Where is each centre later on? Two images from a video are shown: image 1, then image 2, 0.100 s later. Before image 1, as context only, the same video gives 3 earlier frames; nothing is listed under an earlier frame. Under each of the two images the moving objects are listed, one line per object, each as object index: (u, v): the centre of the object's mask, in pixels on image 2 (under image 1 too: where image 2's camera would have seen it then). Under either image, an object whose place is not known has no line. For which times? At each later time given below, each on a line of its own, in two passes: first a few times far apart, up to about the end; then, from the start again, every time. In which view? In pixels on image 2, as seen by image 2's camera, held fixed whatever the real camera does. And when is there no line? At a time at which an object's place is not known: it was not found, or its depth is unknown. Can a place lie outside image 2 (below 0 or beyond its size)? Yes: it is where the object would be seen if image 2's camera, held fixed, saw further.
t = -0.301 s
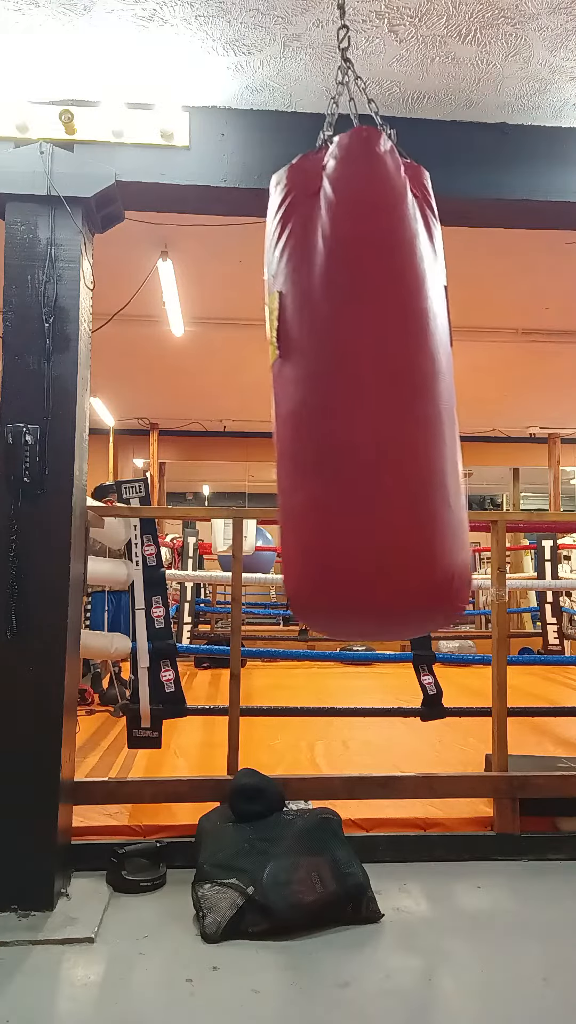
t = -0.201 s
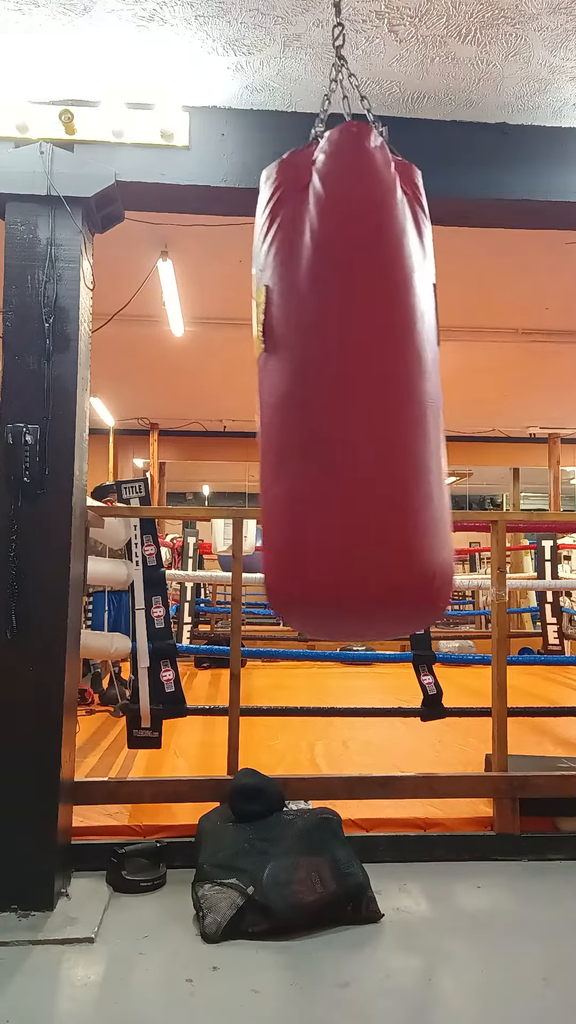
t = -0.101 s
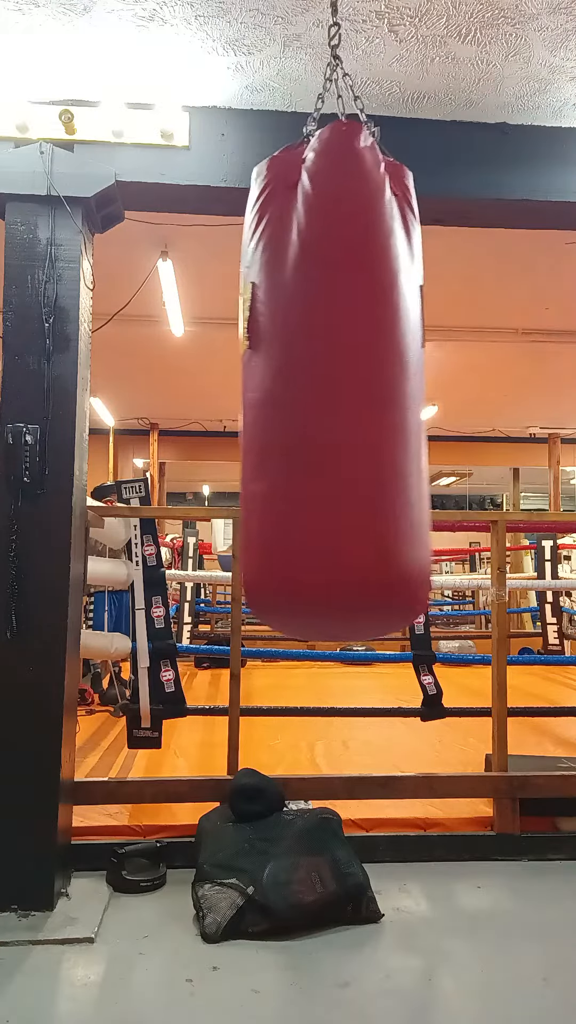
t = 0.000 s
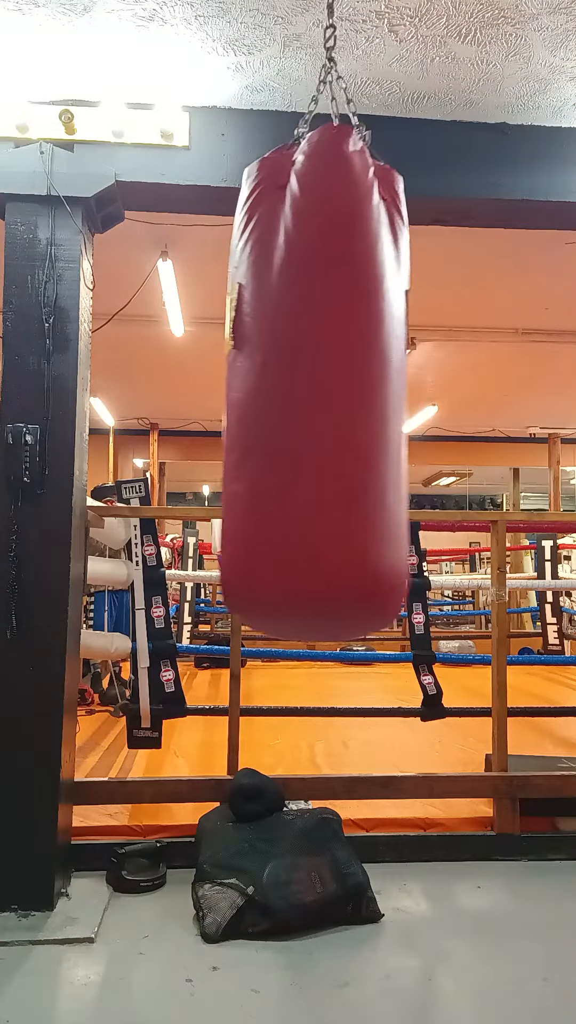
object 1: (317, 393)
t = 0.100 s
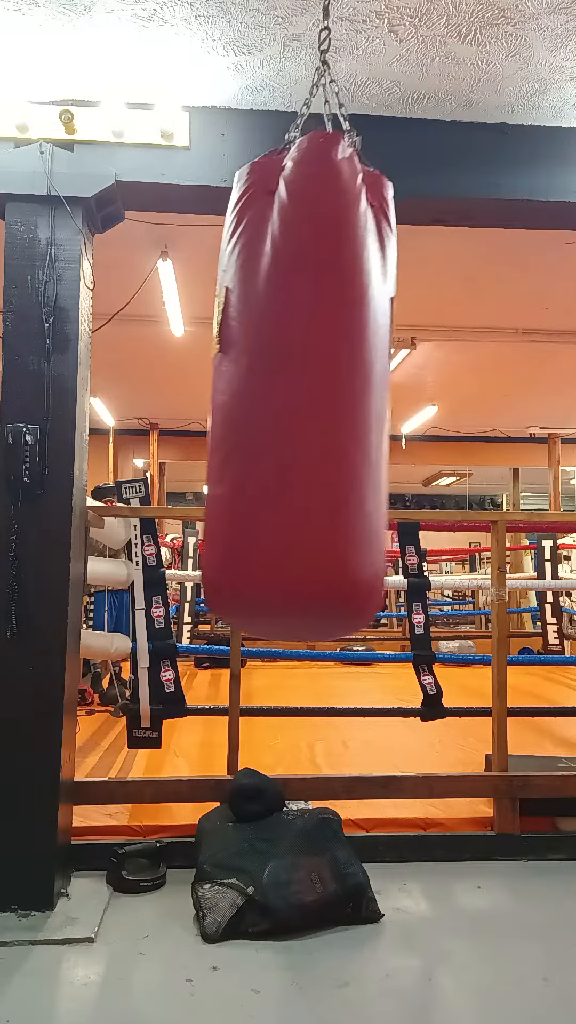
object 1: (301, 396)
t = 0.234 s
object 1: (285, 400)
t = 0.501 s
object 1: (275, 409)
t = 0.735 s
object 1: (288, 410)
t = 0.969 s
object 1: (313, 411)
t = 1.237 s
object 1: (347, 412)
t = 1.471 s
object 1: (372, 410)
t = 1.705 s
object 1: (381, 405)
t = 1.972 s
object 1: (364, 395)
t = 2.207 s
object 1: (330, 392)
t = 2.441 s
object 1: (295, 397)
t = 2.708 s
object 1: (277, 407)
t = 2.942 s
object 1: (284, 410)
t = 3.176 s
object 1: (306, 411)
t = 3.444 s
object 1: (338, 412)
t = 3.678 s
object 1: (364, 412)
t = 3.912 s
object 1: (378, 408)
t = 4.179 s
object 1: (370, 398)
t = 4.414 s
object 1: (341, 392)
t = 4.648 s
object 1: (306, 396)
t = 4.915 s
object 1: (282, 406)
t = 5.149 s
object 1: (283, 411)
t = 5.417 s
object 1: (303, 411)
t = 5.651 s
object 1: (329, 412)
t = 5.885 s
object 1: (355, 412)
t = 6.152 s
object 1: (375, 408)
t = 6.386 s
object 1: (373, 400)
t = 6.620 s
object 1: (350, 393)
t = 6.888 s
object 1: (312, 394)
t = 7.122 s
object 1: (288, 403)
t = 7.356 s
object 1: (284, 410)
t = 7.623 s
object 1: (298, 411)
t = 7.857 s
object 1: (321, 411)
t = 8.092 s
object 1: (346, 412)
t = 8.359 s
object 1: (368, 410)
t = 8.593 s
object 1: (372, 403)
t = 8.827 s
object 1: (357, 394)
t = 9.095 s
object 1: (323, 392)
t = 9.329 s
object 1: (297, 400)
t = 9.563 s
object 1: (286, 408)
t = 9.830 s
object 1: (295, 411)
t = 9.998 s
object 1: (309, 411)
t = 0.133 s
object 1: (297, 397)
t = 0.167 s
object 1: (293, 398)
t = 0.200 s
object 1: (289, 399)
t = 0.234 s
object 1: (285, 400)
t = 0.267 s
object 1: (282, 402)
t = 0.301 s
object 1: (280, 403)
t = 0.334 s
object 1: (278, 404)
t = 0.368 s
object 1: (276, 406)
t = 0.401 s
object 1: (275, 406)
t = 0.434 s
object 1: (275, 408)
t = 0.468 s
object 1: (274, 408)
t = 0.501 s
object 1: (275, 409)
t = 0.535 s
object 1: (275, 409)
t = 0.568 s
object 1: (276, 410)
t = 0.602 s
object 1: (278, 410)
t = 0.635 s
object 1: (280, 410)
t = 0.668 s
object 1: (282, 411)
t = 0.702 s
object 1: (285, 411)
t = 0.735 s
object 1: (288, 410)
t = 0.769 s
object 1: (290, 410)
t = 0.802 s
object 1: (294, 410)
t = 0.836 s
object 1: (297, 411)
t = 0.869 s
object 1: (301, 411)
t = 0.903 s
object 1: (305, 411)
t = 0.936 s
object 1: (309, 411)
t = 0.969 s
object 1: (313, 411)
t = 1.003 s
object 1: (317, 411)
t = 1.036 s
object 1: (321, 411)
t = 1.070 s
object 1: (326, 411)
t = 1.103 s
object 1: (330, 412)
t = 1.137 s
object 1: (334, 412)
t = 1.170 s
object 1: (339, 412)
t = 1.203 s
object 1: (343, 412)
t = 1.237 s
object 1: (347, 412)
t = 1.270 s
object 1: (351, 412)
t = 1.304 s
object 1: (355, 412)
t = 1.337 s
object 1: (359, 412)
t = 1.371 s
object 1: (363, 411)
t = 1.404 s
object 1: (366, 411)
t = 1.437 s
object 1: (369, 411)
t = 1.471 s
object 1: (372, 410)
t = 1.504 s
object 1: (374, 410)
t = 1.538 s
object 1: (376, 410)
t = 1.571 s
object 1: (378, 409)
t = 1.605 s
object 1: (379, 408)
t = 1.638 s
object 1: (380, 407)
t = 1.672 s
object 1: (381, 406)
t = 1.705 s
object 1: (381, 405)
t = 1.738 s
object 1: (381, 404)
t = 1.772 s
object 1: (380, 402)
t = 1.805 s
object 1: (378, 401)
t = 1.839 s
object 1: (376, 400)
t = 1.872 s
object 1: (374, 398)
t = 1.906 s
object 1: (371, 397)
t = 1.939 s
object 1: (368, 396)
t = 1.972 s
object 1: (364, 395)
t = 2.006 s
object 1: (360, 394)
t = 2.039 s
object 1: (355, 394)
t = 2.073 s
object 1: (351, 393)
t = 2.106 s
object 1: (346, 392)
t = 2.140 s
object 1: (340, 392)
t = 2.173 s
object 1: (335, 392)
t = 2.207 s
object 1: (330, 392)
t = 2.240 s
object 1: (325, 393)
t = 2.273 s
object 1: (319, 393)
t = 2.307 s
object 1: (314, 394)
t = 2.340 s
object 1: (309, 394)
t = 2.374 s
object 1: (304, 395)
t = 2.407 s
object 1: (299, 397)
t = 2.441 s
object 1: (295, 397)
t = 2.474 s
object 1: (291, 399)
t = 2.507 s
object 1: (288, 400)
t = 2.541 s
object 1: (285, 402)
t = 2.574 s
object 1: (283, 403)
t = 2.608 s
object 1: (280, 405)
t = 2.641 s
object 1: (279, 406)
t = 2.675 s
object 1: (278, 406)
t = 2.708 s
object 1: (277, 407)
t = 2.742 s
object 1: (277, 409)
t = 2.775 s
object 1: (277, 410)
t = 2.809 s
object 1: (278, 410)
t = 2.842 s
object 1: (279, 410)
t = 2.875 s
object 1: (280, 410)
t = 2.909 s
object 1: (282, 410)
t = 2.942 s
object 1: (284, 410)
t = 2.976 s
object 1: (286, 410)
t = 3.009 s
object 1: (289, 410)
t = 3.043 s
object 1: (292, 410)
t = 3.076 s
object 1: (295, 411)
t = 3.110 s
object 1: (298, 411)
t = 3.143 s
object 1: (302, 411)
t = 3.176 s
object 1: (306, 411)
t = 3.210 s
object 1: (309, 411)
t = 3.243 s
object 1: (314, 411)
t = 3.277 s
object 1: (318, 411)
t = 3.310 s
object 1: (321, 411)
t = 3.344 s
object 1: (325, 411)
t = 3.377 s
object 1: (329, 412)
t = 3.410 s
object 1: (334, 412)
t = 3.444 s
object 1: (338, 412)
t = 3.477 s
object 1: (342, 412)
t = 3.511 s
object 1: (346, 412)
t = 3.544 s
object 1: (349, 412)
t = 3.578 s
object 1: (353, 412)
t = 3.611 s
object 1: (357, 412)
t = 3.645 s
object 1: (361, 411)
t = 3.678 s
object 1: (364, 412)
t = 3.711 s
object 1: (367, 411)
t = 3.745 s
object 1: (369, 411)
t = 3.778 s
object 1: (372, 410)
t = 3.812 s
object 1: (374, 410)
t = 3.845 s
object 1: (376, 409)
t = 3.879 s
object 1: (377, 409)
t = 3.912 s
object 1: (378, 408)
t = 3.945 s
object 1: (379, 407)
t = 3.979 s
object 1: (379, 406)
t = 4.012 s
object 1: (379, 405)
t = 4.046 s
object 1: (378, 403)
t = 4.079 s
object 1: (377, 402)
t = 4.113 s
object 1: (375, 400)
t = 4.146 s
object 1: (373, 399)
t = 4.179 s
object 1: (370, 398)
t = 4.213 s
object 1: (367, 397)
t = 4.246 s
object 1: (364, 395)
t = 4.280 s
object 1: (359, 395)
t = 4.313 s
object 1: (355, 394)
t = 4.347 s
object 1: (351, 393)
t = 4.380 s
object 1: (346, 393)
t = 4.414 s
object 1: (341, 392)
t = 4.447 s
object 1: (336, 392)
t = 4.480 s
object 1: (331, 392)
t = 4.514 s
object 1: (326, 393)
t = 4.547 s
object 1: (321, 394)
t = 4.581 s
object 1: (316, 394)
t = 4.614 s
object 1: (311, 395)
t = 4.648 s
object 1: (306, 396)
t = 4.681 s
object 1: (302, 396)
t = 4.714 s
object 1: (298, 397)
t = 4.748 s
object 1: (294, 398)
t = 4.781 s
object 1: (291, 400)
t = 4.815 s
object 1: (288, 402)
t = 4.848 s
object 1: (285, 404)
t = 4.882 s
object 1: (283, 405)
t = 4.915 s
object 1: (282, 406)
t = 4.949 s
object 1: (281, 407)
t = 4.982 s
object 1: (280, 408)
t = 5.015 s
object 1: (280, 409)
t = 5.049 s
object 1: (280, 410)
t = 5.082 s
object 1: (281, 410)
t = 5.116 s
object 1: (282, 411)
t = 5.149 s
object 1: (283, 411)
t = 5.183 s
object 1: (284, 411)
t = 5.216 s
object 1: (286, 411)
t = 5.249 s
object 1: (288, 411)
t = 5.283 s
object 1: (291, 410)
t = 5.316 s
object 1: (293, 410)
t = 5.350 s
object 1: (296, 411)
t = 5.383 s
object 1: (300, 410)
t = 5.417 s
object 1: (303, 411)
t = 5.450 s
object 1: (306, 411)
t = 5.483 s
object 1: (310, 412)
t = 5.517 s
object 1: (313, 411)
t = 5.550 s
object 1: (318, 412)
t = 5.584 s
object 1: (321, 411)
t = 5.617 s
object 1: (325, 412)
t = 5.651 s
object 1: (329, 412)
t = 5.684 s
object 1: (333, 412)
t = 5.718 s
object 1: (337, 412)
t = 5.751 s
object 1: (341, 412)
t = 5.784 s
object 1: (344, 411)
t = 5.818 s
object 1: (348, 411)
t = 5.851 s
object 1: (351, 412)
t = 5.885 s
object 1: (355, 412)
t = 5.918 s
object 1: (358, 412)
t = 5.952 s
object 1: (361, 412)
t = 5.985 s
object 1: (364, 412)
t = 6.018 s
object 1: (367, 411)
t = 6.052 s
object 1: (369, 411)
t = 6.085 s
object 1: (372, 410)
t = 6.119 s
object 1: (373, 409)
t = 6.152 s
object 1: (375, 408)
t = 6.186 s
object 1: (376, 407)
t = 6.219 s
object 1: (376, 406)
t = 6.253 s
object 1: (376, 405)
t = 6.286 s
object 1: (376, 404)
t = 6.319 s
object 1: (376, 403)
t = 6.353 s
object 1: (374, 402)
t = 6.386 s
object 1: (373, 400)
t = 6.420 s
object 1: (371, 399)
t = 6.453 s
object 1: (369, 397)
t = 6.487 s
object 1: (366, 396)
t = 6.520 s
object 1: (362, 395)
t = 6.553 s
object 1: (358, 394)
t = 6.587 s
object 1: (354, 394)
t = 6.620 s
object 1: (350, 393)
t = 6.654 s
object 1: (345, 392)
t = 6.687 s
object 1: (341, 392)
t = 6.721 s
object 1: (337, 392)
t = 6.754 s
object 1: (332, 392)
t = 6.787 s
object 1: (327, 392)
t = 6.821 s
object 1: (322, 393)
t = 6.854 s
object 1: (317, 393)
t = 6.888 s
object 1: (312, 394)
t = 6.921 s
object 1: (308, 396)
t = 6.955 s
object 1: (304, 396)
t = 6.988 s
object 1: (301, 397)
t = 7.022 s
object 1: (297, 398)
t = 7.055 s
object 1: (294, 399)
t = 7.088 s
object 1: (291, 402)
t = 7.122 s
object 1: (288, 403)
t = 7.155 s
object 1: (287, 404)
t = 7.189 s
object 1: (285, 406)
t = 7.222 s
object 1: (284, 407)
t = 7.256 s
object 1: (283, 408)
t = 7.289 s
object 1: (283, 409)
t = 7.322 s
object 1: (283, 409)
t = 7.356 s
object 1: (284, 410)
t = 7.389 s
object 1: (284, 411)
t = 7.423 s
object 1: (286, 411)
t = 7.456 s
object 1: (287, 411)
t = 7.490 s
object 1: (289, 411)
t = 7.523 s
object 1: (291, 411)
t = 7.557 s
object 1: (293, 411)
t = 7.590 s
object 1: (295, 411)
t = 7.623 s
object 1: (298, 411)
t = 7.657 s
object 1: (301, 411)
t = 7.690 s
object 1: (304, 411)
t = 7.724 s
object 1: (308, 411)
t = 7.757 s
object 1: (311, 412)
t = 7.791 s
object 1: (314, 411)
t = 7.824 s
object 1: (318, 412)
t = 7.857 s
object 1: (321, 411)
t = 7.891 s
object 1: (325, 412)
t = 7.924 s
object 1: (328, 412)
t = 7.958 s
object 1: (332, 411)
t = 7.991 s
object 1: (336, 411)
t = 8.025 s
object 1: (340, 412)
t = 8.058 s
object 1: (343, 412)
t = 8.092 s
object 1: (346, 412)
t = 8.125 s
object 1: (350, 411)
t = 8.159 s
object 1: (353, 412)
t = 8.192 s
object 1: (356, 412)
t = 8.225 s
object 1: (359, 411)
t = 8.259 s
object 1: (362, 411)
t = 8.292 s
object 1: (364, 411)
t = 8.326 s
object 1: (367, 410)
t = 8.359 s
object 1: (368, 410)
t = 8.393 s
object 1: (370, 409)
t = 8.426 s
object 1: (372, 409)
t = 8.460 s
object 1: (372, 408)
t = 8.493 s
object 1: (373, 407)
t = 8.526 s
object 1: (373, 405)
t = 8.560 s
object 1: (373, 405)
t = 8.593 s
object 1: (372, 403)
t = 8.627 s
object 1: (372, 402)
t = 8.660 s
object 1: (370, 400)
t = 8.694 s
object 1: (368, 398)
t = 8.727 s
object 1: (366, 397)
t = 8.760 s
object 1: (363, 396)
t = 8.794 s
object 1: (360, 395)
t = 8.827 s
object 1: (357, 394)
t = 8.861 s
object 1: (353, 393)
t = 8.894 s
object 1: (349, 393)
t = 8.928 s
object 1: (345, 392)
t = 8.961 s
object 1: (341, 391)
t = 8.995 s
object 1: (336, 391)
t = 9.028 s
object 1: (332, 391)
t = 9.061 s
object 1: (327, 392)
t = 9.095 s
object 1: (323, 392)
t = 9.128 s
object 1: (319, 393)
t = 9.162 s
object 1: (314, 393)
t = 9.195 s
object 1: (310, 395)
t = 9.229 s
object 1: (306, 396)
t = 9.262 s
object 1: (303, 397)
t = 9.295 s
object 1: (299, 399)
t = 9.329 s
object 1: (297, 400)
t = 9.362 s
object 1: (294, 401)
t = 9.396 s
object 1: (292, 403)
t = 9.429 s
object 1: (290, 404)
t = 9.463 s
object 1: (288, 405)
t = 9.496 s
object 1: (287, 407)
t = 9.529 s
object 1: (287, 408)
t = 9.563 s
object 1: (286, 408)
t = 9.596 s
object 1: (286, 409)
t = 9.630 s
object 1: (287, 410)
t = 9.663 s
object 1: (288, 410)
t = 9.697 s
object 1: (289, 410)
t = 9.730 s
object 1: (290, 411)
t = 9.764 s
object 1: (291, 412)
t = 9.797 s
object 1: (293, 412)
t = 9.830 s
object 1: (295, 411)
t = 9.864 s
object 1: (298, 411)
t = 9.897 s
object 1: (300, 412)
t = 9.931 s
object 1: (303, 411)
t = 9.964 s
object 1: (306, 411)
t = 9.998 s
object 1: (309, 411)
